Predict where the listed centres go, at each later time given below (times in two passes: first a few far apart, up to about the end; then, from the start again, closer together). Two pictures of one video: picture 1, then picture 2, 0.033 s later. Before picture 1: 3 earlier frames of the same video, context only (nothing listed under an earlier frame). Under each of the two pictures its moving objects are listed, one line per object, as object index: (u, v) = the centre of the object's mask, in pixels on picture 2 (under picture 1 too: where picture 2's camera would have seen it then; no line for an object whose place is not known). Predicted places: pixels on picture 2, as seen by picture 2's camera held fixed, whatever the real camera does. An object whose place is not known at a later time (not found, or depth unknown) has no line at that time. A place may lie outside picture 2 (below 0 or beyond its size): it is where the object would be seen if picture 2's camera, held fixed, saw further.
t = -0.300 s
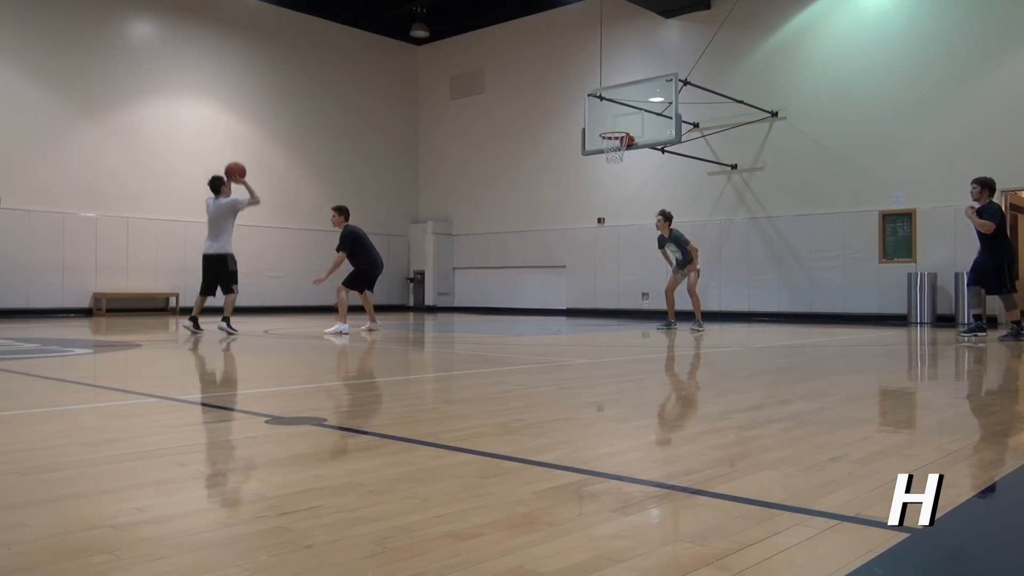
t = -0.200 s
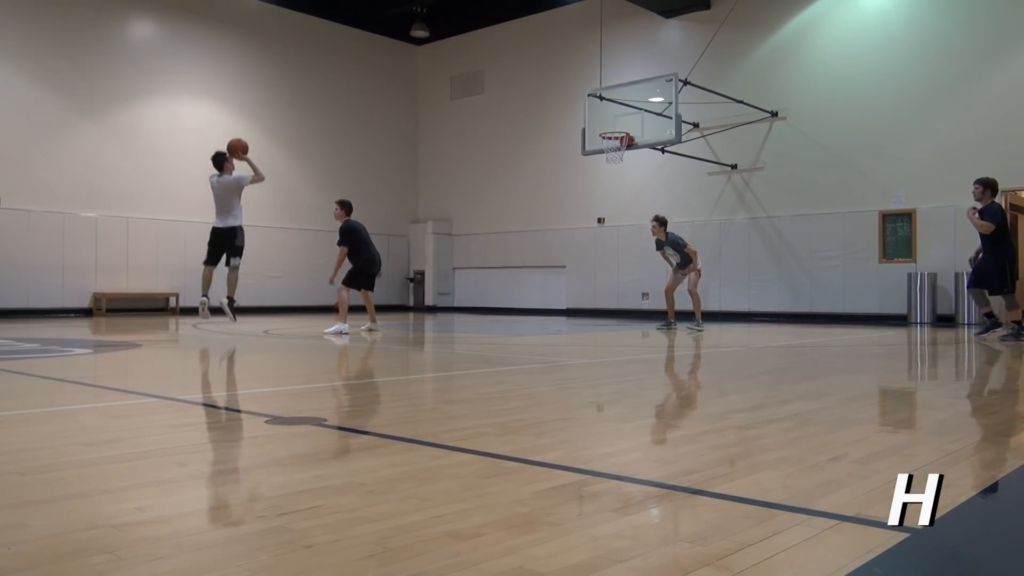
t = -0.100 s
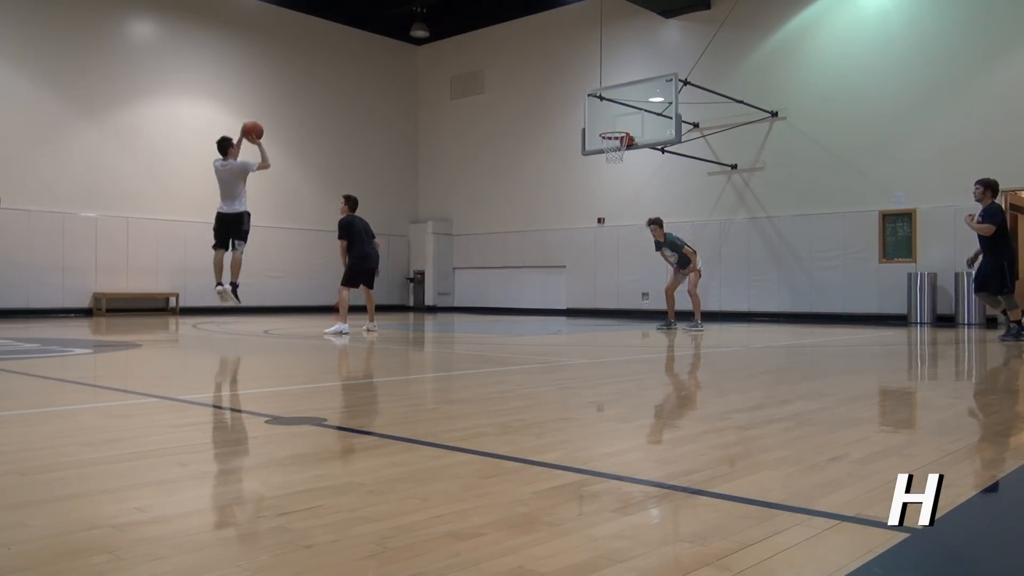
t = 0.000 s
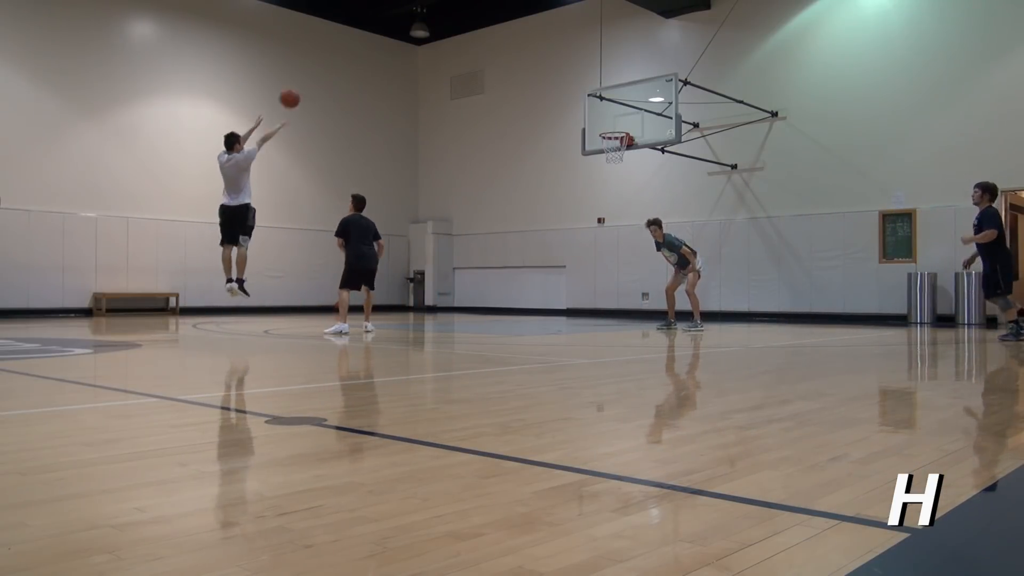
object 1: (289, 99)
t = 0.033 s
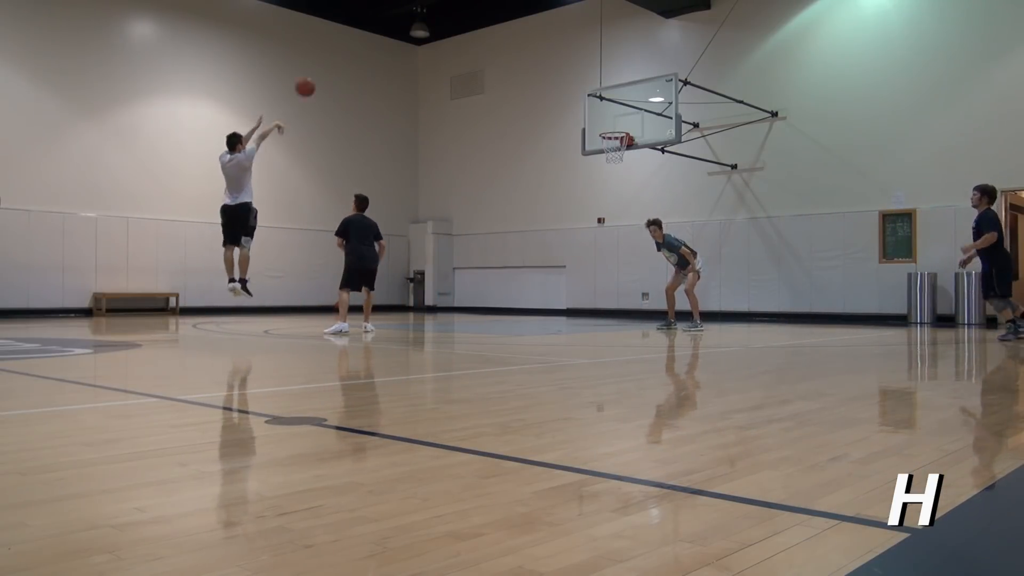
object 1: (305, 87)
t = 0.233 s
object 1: (390, 43)
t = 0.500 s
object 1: (485, 36)
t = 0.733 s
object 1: (556, 67)
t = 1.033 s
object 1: (613, 138)
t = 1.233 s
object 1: (607, 141)
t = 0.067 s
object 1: (320, 78)
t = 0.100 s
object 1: (335, 68)
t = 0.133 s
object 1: (349, 61)
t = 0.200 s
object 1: (376, 49)
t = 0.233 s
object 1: (390, 43)
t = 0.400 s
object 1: (451, 33)
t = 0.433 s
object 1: (463, 33)
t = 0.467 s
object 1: (474, 34)
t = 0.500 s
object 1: (485, 36)
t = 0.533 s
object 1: (496, 39)
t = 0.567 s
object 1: (506, 42)
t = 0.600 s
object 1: (516, 46)
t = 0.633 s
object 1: (527, 50)
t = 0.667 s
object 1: (537, 55)
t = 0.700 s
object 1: (547, 61)
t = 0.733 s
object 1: (556, 67)
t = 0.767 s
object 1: (566, 74)
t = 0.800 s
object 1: (575, 81)
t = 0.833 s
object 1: (584, 89)
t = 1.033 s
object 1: (613, 138)
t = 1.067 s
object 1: (611, 139)
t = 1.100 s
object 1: (607, 141)
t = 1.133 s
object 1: (605, 143)
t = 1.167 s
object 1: (605, 142)
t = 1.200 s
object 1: (606, 142)
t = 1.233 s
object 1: (607, 141)
